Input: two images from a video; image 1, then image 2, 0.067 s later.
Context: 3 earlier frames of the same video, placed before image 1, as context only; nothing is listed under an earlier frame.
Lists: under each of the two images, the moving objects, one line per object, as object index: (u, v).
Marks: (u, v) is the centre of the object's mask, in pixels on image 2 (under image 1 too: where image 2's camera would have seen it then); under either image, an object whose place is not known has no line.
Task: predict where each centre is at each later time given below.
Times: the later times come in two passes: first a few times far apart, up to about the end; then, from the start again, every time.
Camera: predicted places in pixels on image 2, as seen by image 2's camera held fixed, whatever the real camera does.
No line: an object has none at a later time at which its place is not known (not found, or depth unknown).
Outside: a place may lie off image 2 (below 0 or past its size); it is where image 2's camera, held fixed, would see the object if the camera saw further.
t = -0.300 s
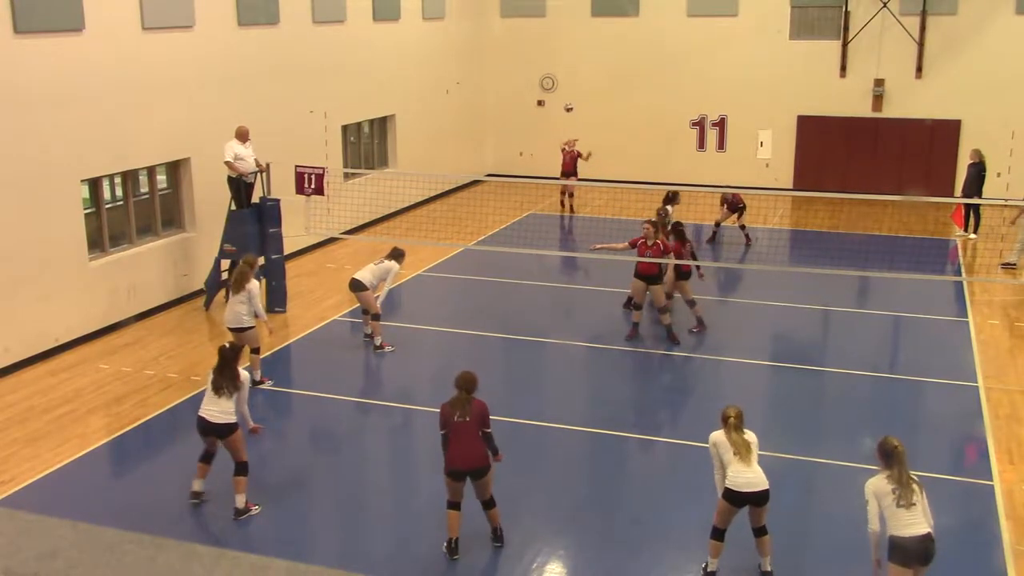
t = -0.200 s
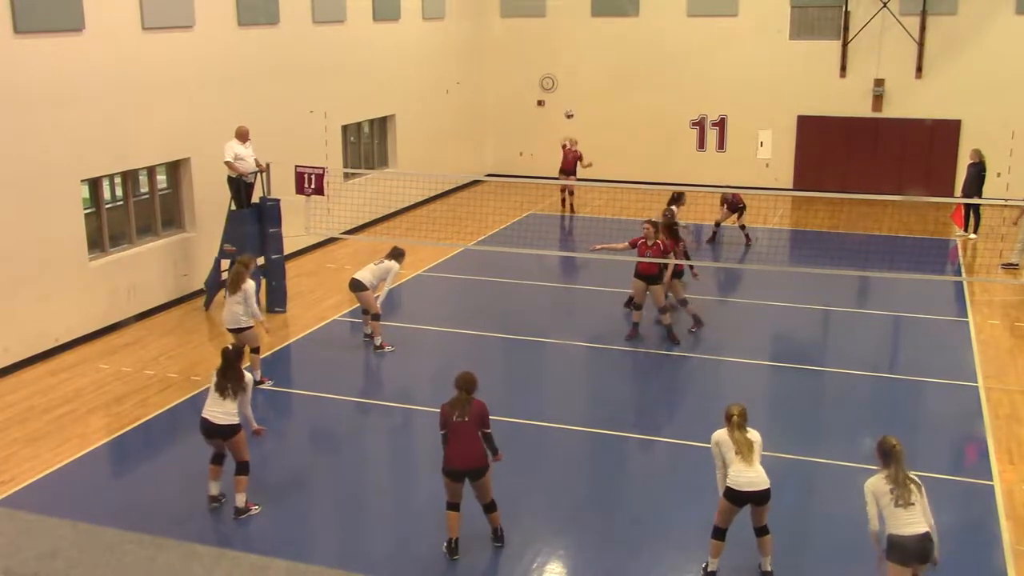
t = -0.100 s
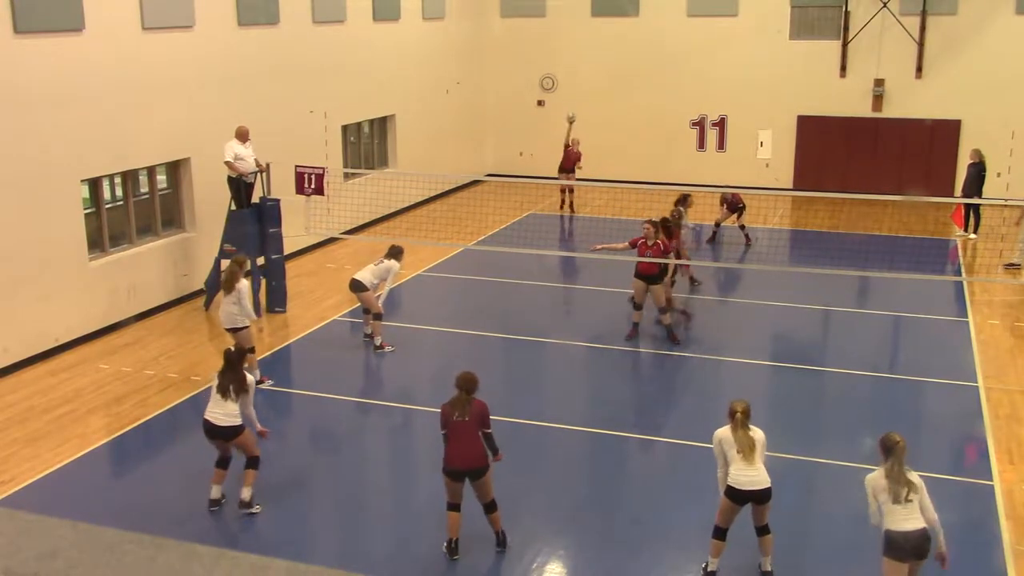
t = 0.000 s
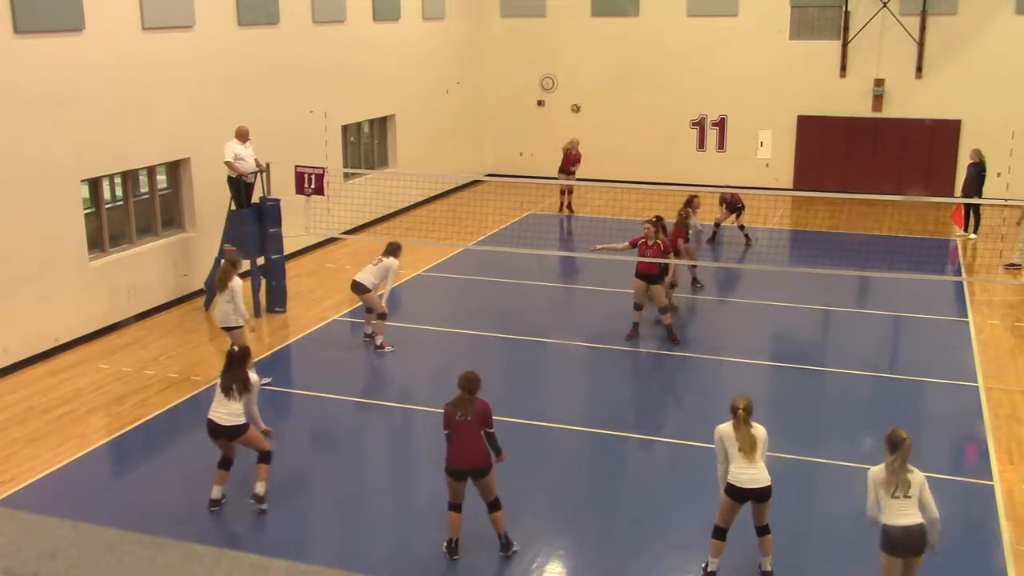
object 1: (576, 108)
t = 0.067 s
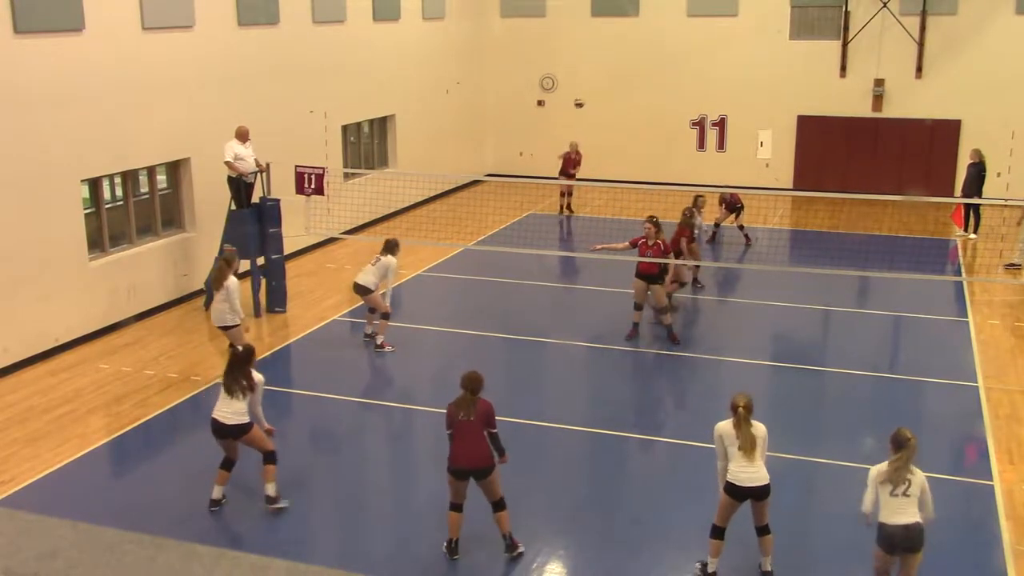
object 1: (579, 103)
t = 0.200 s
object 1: (585, 98)
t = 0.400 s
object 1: (592, 109)
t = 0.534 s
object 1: (597, 136)
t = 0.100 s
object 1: (580, 101)
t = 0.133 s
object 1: (582, 99)
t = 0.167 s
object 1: (584, 98)
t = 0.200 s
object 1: (585, 98)
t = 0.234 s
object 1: (586, 98)
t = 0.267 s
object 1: (588, 100)
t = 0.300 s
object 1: (588, 100)
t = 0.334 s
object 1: (589, 102)
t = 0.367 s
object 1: (590, 105)
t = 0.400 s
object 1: (592, 109)
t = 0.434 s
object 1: (593, 115)
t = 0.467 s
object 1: (594, 121)
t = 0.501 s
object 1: (596, 129)
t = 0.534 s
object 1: (597, 136)
